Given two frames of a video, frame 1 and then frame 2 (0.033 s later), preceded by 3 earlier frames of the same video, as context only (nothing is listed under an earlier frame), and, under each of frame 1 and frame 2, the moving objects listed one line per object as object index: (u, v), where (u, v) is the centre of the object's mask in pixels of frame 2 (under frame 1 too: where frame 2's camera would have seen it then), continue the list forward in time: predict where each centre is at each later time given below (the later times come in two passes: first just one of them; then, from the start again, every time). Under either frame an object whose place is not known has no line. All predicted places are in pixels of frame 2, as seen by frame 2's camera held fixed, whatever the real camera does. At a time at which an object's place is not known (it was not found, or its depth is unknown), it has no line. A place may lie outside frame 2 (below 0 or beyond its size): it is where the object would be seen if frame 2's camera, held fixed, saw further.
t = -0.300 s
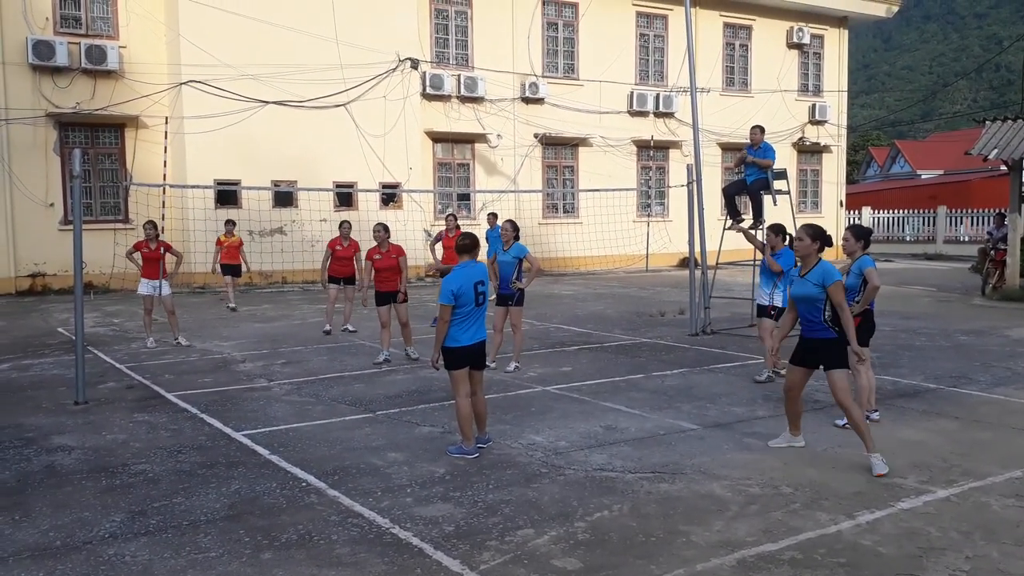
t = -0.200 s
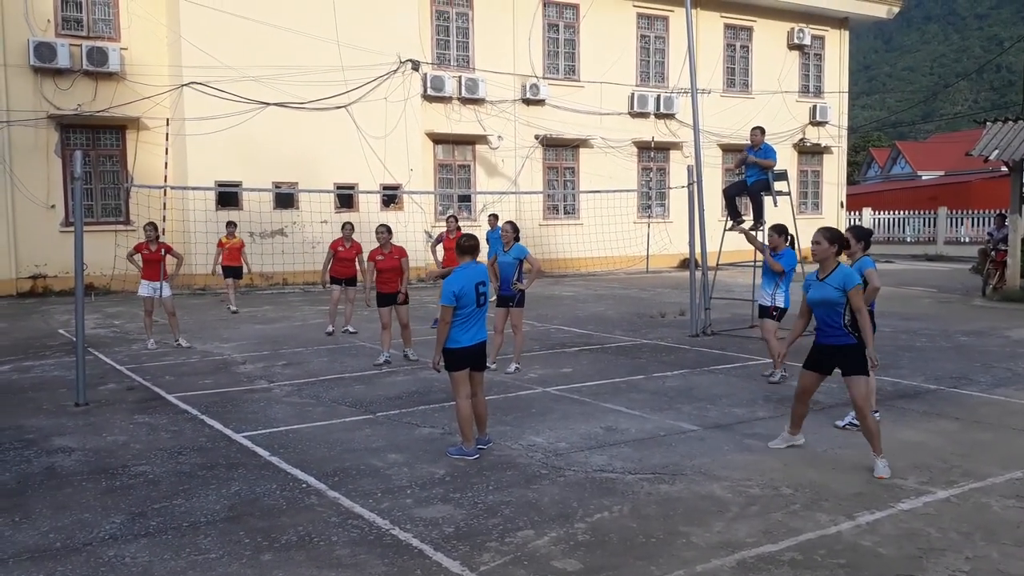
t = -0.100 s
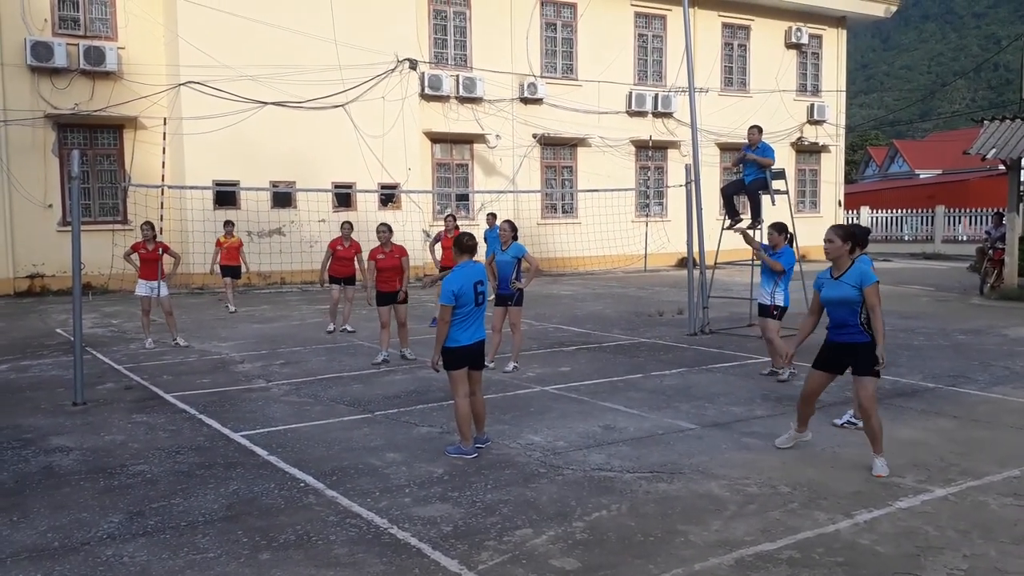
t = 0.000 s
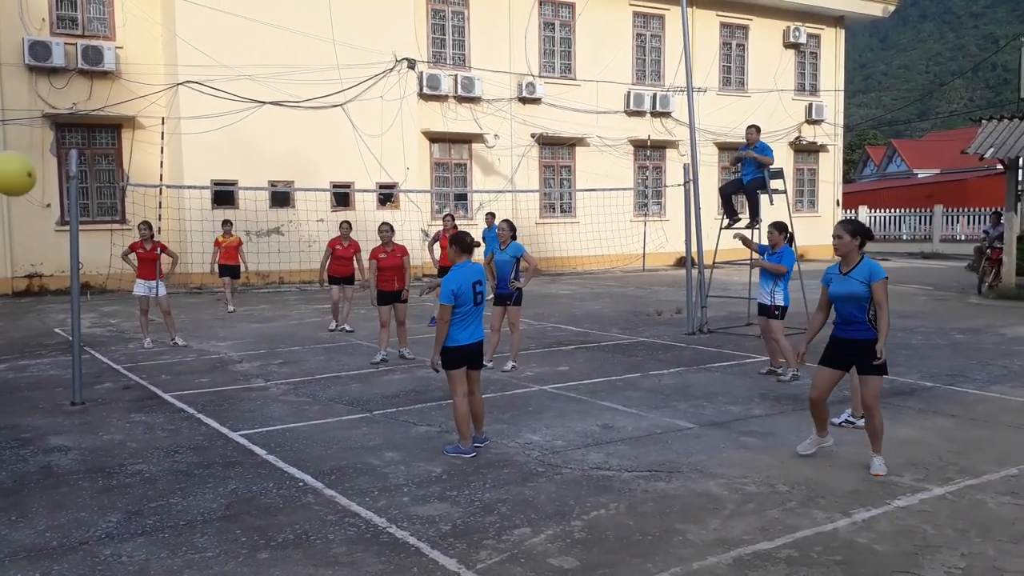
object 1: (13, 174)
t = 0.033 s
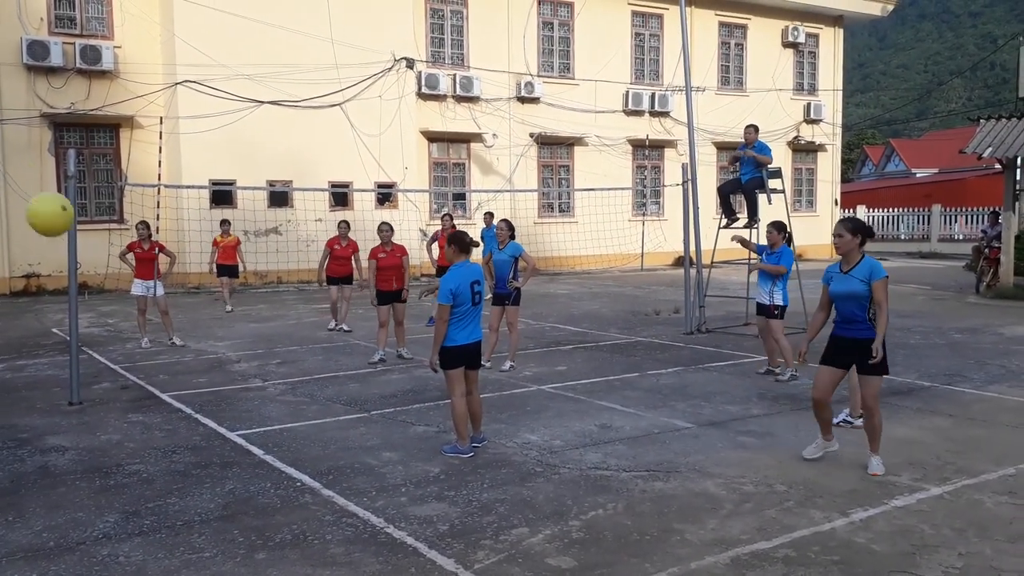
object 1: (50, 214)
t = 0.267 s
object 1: (298, 497)
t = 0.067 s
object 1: (88, 257)
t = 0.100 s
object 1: (127, 298)
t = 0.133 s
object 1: (165, 341)
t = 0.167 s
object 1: (201, 385)
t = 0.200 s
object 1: (237, 429)
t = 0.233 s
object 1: (272, 474)
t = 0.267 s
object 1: (298, 497)
